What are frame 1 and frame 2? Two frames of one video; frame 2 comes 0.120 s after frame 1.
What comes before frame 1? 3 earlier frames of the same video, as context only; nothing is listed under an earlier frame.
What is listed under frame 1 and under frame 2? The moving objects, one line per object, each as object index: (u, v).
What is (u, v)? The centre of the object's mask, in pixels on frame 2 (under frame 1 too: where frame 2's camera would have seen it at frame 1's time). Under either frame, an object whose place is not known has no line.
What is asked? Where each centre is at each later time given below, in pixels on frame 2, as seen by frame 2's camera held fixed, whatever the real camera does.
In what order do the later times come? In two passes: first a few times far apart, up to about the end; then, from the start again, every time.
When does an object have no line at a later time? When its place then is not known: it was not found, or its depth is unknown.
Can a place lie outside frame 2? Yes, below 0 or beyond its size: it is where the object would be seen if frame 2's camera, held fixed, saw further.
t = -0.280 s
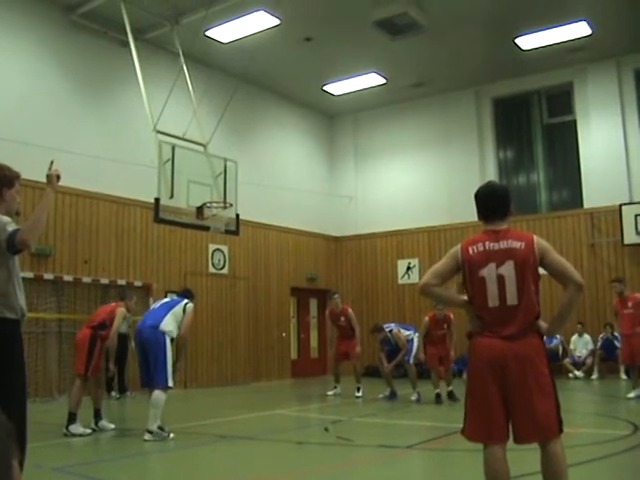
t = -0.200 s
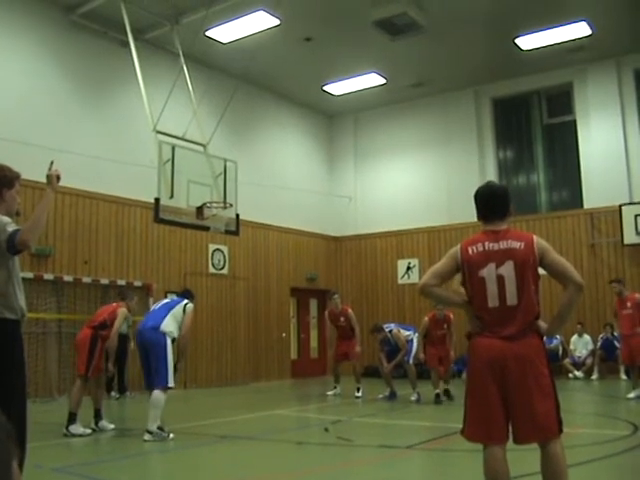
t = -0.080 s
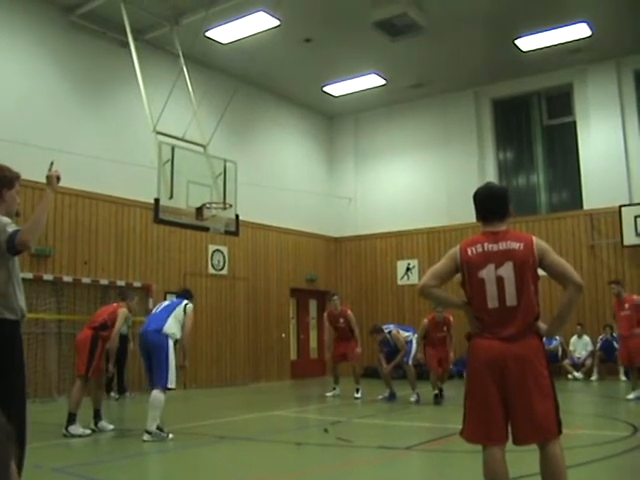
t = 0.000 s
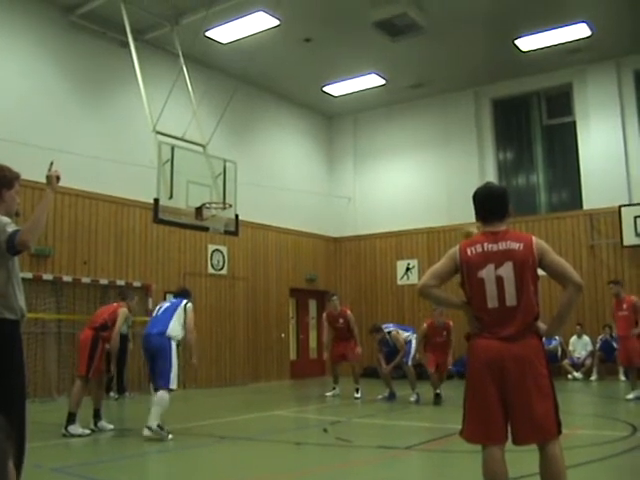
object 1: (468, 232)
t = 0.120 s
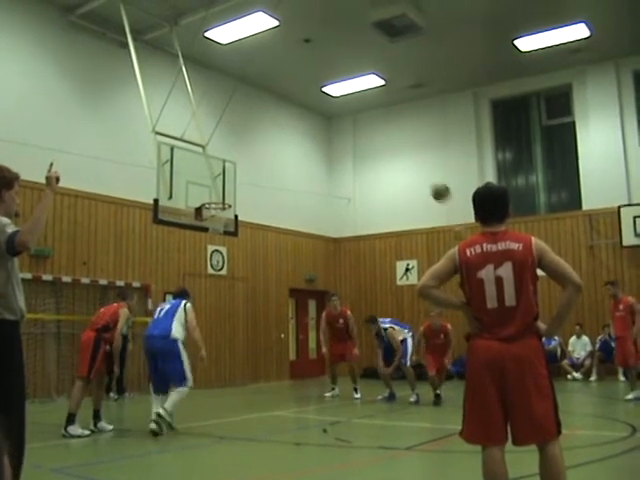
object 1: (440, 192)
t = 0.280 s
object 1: (392, 148)
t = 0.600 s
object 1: (313, 122)
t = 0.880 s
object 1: (254, 156)
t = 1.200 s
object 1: (208, 221)
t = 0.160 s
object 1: (427, 178)
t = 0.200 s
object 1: (415, 167)
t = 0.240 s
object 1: (403, 157)
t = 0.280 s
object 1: (392, 148)
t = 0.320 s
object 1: (381, 141)
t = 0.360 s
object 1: (370, 134)
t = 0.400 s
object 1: (360, 129)
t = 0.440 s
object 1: (350, 126)
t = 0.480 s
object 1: (340, 124)
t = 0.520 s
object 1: (331, 120)
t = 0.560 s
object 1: (322, 121)
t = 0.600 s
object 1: (313, 122)
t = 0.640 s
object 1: (303, 127)
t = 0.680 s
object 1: (295, 127)
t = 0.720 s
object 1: (287, 131)
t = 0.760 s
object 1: (278, 135)
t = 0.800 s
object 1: (270, 142)
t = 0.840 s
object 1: (262, 148)
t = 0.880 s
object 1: (254, 156)
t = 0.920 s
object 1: (247, 164)
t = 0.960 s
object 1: (239, 173)
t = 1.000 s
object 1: (232, 184)
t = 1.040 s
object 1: (224, 195)
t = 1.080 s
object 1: (216, 206)
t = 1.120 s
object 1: (212, 217)
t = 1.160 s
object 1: (209, 220)
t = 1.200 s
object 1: (208, 221)
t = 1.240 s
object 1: (209, 220)
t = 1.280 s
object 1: (208, 220)
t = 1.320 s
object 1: (209, 221)
